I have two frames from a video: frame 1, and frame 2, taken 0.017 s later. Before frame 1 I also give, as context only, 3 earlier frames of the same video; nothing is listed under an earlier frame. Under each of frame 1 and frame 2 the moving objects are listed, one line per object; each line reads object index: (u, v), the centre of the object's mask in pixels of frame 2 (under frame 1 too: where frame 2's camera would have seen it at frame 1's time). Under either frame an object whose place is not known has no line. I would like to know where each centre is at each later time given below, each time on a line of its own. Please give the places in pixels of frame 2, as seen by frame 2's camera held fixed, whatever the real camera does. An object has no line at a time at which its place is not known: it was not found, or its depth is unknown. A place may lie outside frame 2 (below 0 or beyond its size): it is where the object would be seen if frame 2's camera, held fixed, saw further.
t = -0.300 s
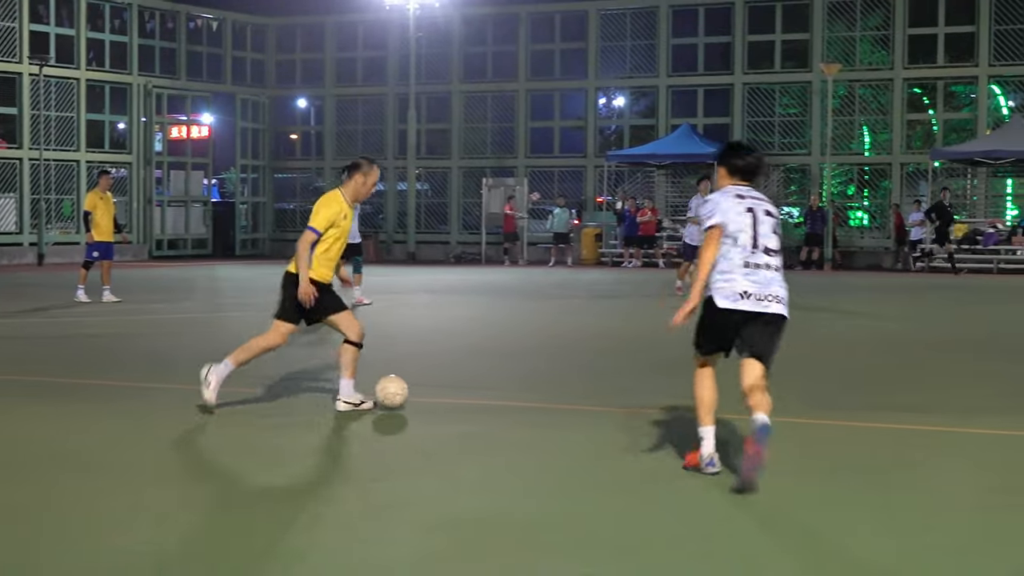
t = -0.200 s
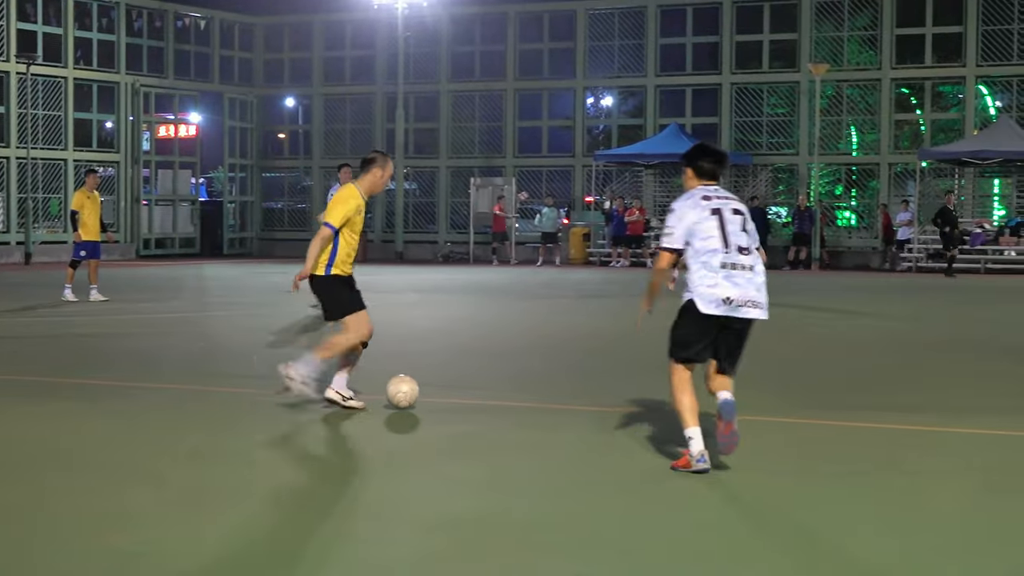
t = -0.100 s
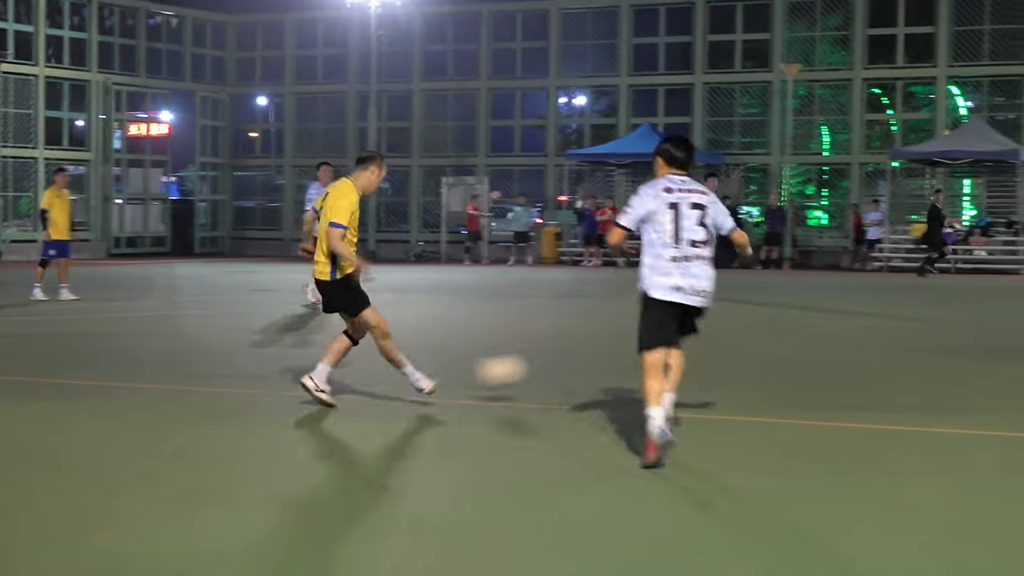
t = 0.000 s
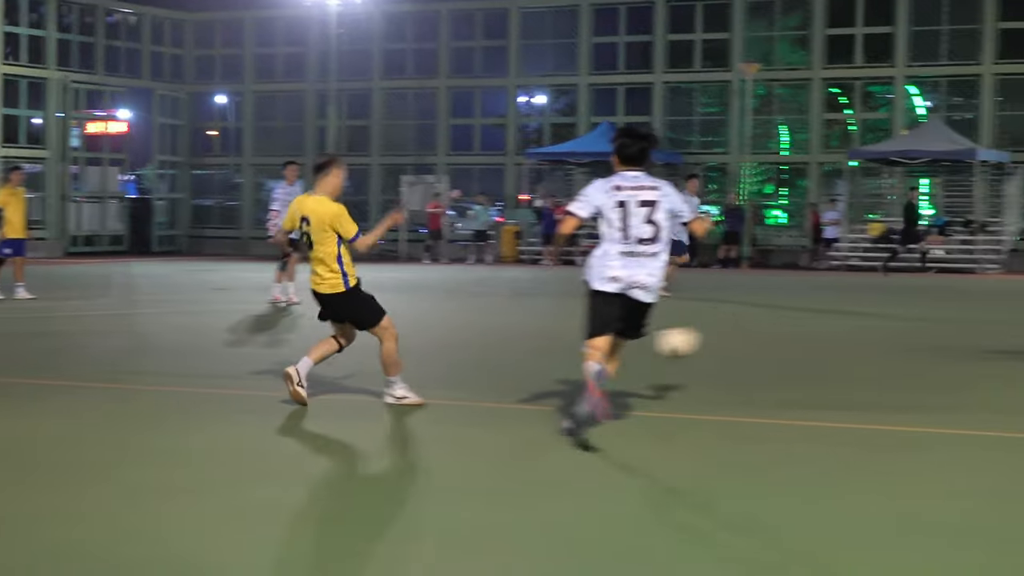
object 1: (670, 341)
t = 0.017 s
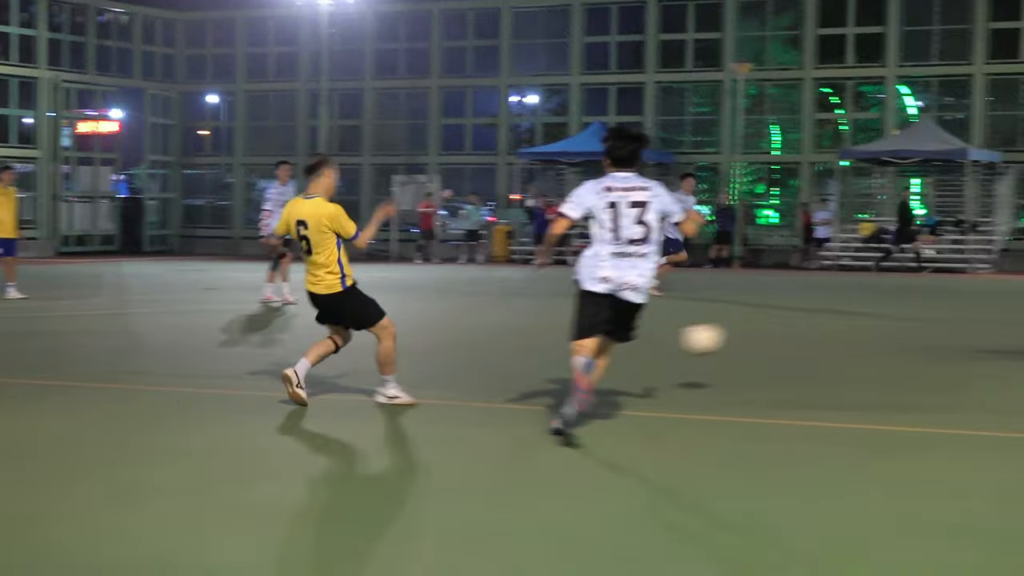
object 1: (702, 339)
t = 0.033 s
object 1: (733, 336)
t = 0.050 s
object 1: (766, 334)
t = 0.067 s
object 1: (797, 332)
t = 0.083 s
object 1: (828, 332)
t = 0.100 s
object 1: (860, 331)
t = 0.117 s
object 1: (891, 331)
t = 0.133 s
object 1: (921, 331)
